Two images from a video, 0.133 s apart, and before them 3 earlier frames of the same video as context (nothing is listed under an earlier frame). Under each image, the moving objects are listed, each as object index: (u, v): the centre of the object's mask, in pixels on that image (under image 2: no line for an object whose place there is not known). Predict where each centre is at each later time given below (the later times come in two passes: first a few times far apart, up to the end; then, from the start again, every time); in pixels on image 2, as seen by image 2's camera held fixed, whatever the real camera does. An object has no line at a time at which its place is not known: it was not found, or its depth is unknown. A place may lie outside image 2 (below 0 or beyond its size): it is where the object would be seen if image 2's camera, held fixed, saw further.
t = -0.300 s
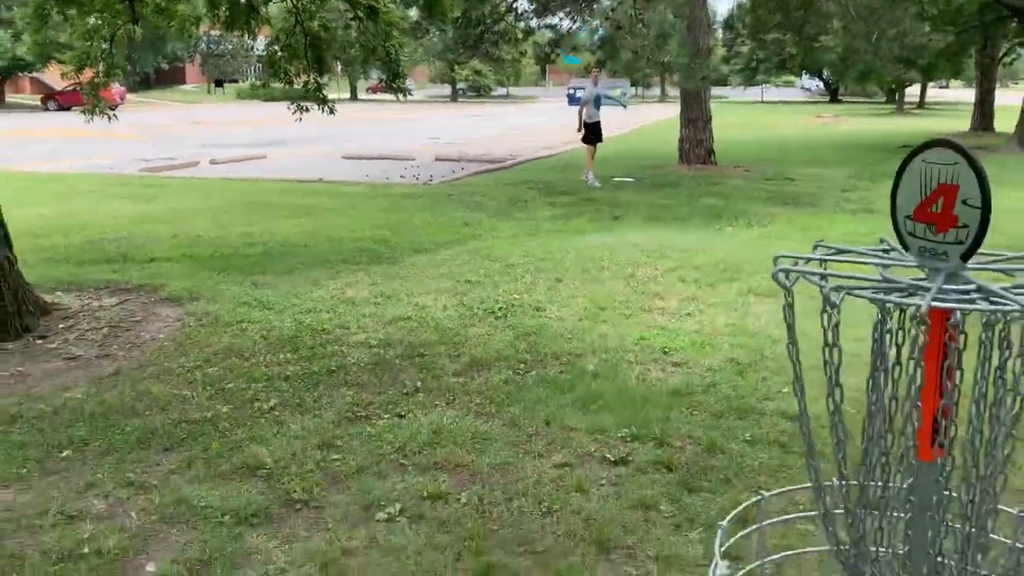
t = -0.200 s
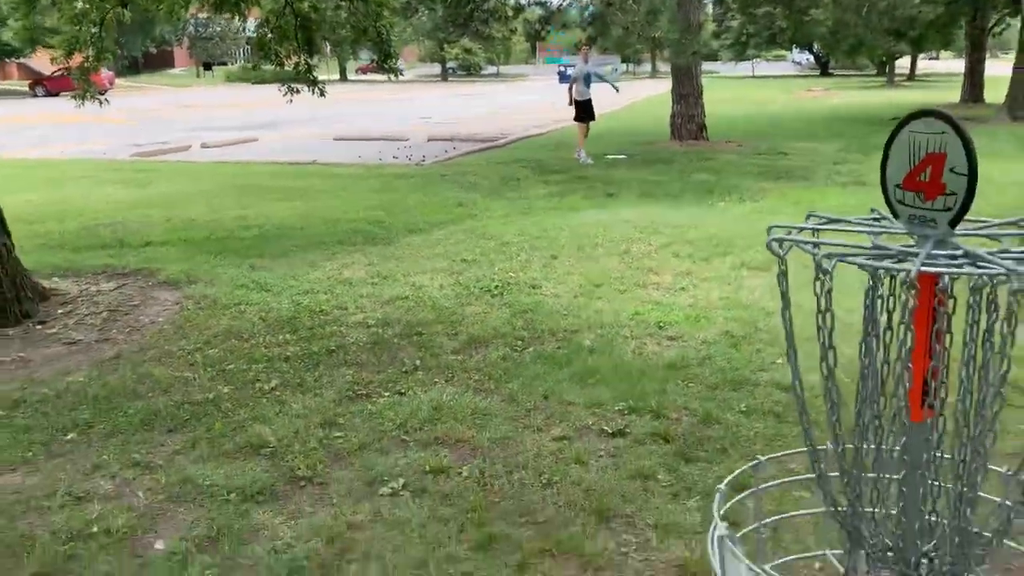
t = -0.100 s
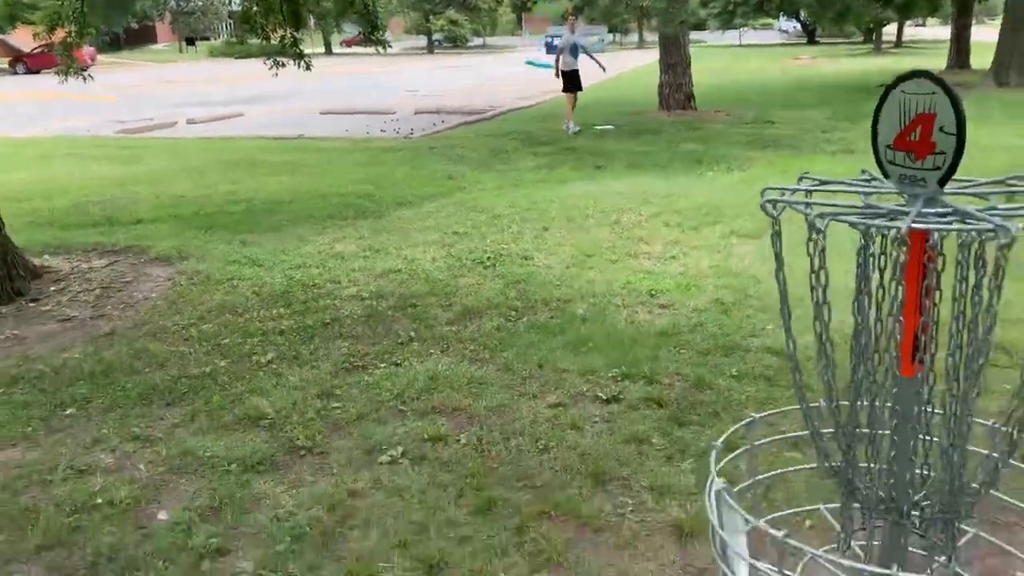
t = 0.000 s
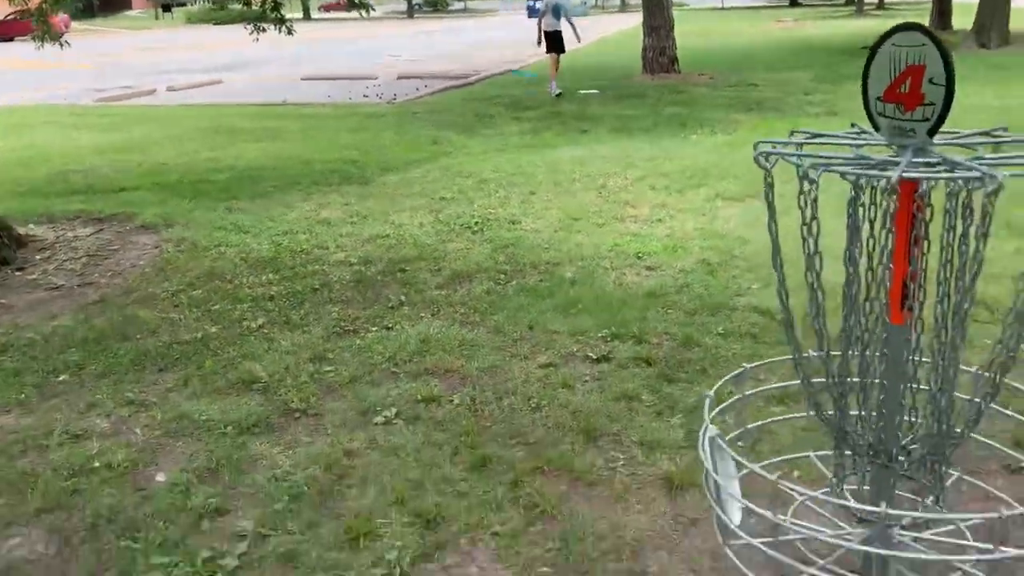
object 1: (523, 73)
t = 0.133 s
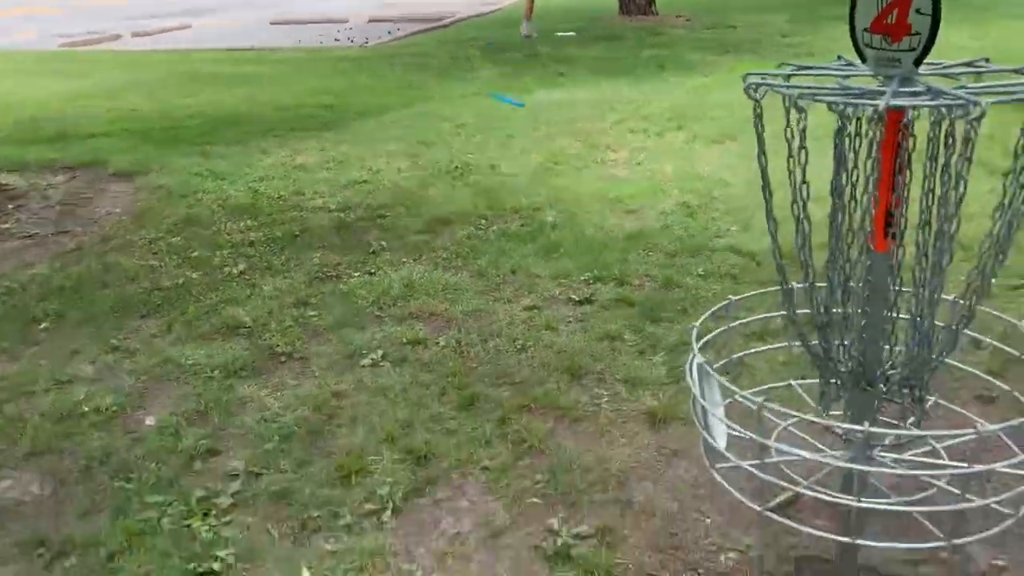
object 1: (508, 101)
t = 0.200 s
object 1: (515, 155)
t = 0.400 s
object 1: (561, 349)
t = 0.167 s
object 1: (510, 126)
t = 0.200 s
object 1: (515, 155)
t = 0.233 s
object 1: (520, 188)
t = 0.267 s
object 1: (527, 223)
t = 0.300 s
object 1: (532, 261)
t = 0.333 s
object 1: (544, 305)
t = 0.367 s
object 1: (554, 342)
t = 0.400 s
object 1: (561, 349)
